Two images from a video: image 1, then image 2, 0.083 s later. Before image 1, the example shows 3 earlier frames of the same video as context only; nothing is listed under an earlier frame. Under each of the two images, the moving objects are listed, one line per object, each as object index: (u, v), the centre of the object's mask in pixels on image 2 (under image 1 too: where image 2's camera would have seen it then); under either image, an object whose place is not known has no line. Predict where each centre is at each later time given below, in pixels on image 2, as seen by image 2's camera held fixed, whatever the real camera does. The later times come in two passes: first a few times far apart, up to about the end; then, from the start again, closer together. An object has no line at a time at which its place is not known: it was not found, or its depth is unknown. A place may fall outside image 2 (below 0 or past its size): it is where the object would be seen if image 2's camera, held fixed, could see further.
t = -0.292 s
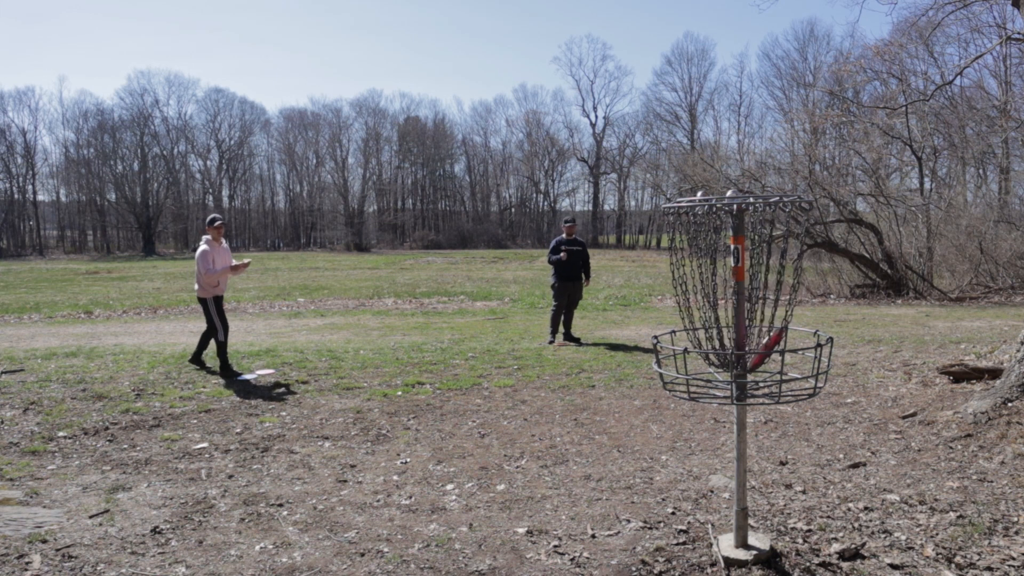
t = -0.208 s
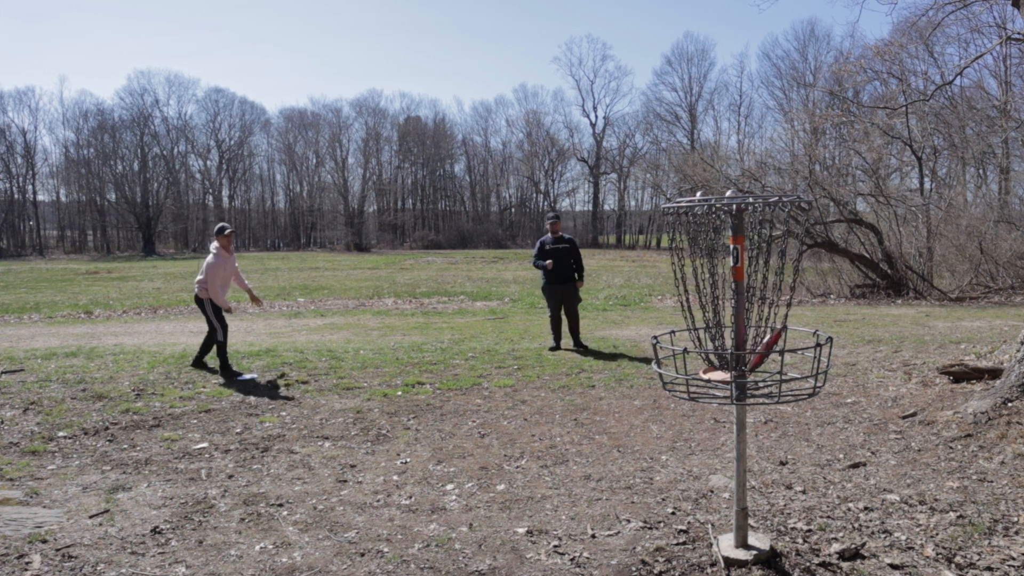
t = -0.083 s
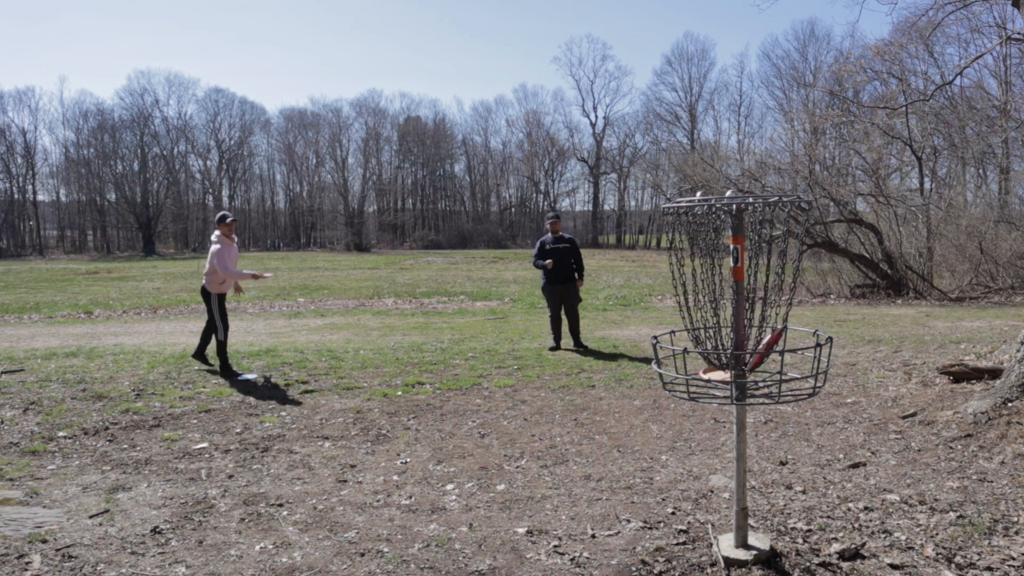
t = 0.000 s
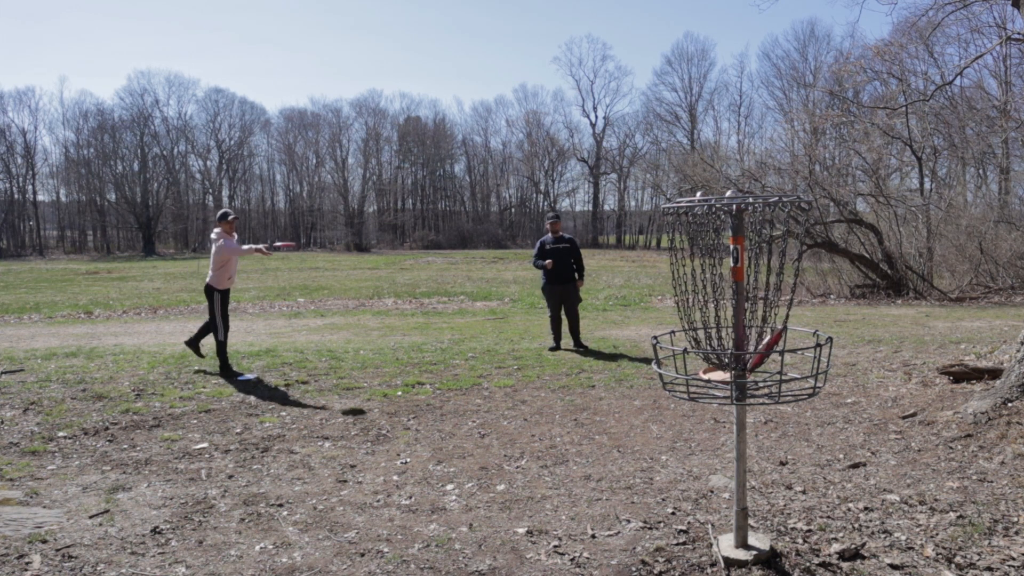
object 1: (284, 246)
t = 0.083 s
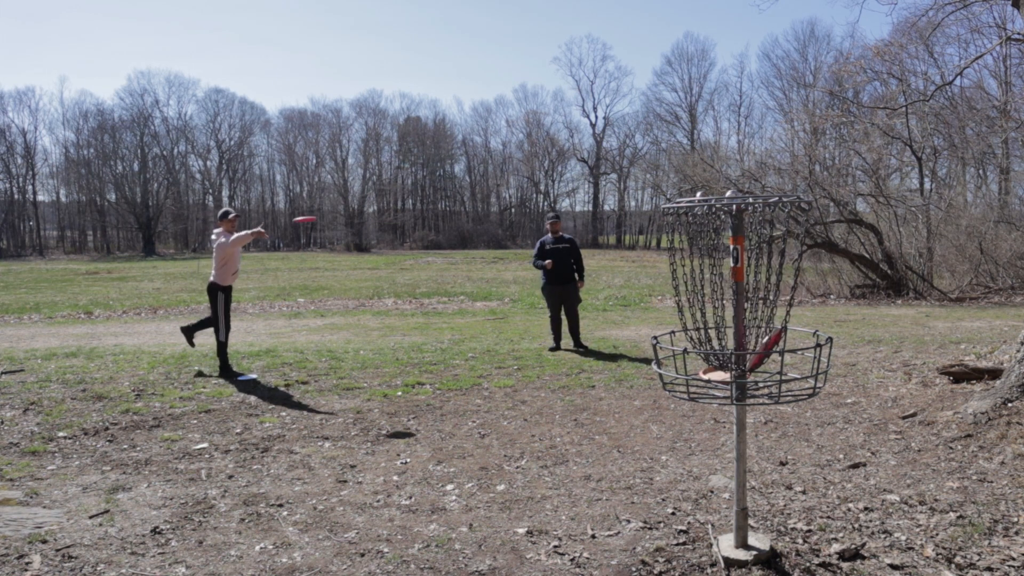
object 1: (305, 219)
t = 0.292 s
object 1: (377, 182)
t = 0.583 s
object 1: (574, 201)
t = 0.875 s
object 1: (685, 360)
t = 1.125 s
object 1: (692, 375)
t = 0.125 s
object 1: (316, 209)
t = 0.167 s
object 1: (329, 200)
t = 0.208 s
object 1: (344, 192)
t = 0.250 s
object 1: (359, 186)
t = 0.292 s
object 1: (377, 182)
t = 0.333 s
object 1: (396, 179)
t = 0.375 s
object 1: (418, 178)
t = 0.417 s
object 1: (442, 179)
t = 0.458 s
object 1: (468, 181)
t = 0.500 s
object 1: (499, 185)
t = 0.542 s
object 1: (534, 192)
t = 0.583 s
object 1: (574, 201)
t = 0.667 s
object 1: (653, 232)
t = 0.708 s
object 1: (666, 254)
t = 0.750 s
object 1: (678, 282)
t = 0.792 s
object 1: (683, 307)
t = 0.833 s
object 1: (685, 331)
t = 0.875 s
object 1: (685, 360)
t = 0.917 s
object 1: (686, 358)
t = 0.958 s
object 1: (688, 357)
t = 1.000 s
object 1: (690, 359)
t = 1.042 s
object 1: (691, 364)
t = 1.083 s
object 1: (692, 370)
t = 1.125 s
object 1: (692, 375)
